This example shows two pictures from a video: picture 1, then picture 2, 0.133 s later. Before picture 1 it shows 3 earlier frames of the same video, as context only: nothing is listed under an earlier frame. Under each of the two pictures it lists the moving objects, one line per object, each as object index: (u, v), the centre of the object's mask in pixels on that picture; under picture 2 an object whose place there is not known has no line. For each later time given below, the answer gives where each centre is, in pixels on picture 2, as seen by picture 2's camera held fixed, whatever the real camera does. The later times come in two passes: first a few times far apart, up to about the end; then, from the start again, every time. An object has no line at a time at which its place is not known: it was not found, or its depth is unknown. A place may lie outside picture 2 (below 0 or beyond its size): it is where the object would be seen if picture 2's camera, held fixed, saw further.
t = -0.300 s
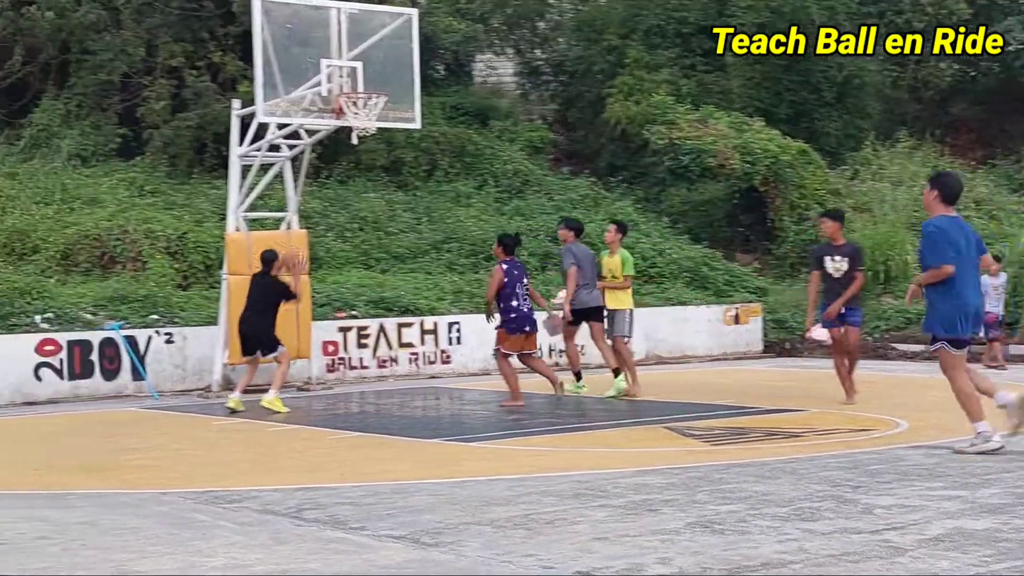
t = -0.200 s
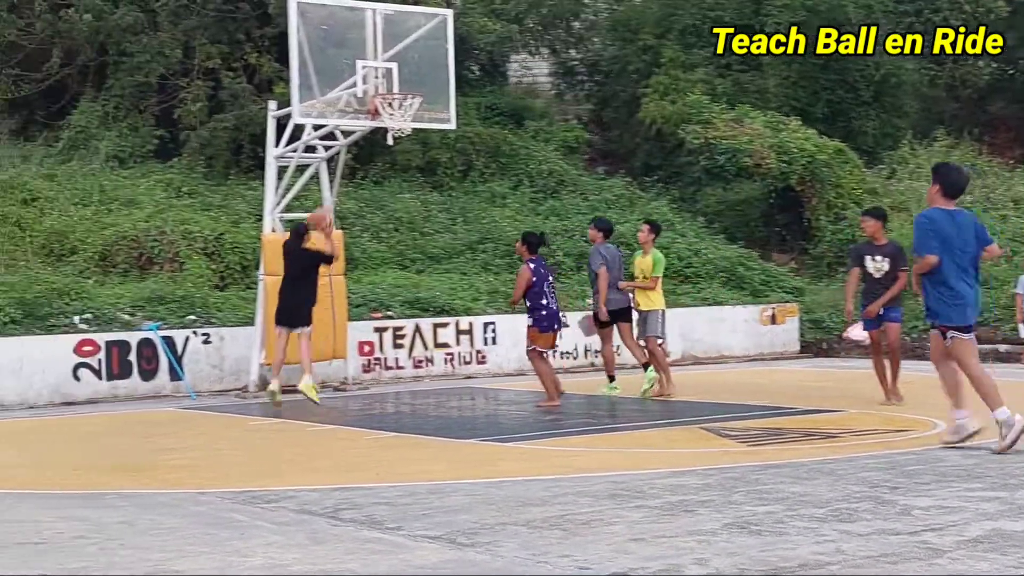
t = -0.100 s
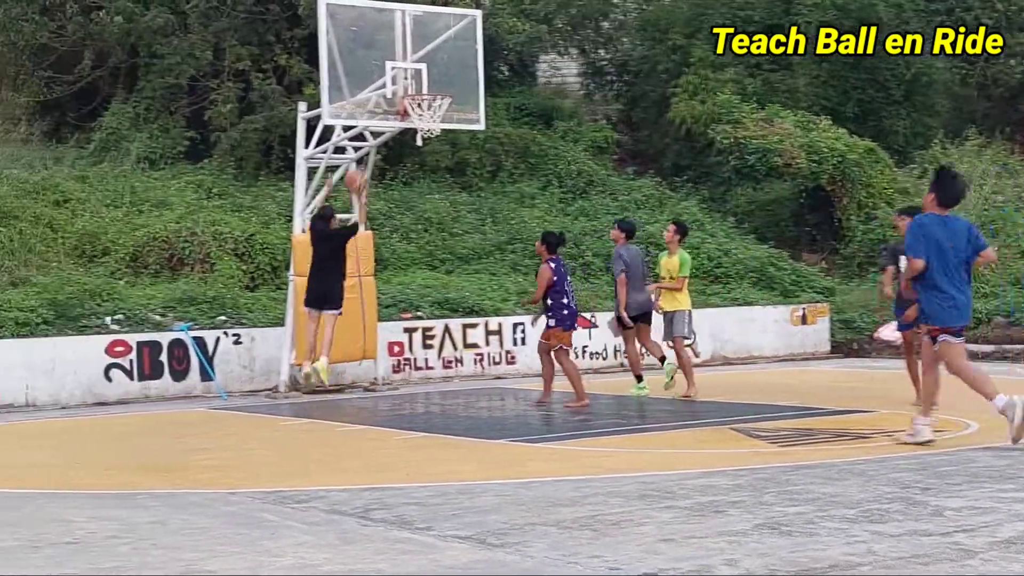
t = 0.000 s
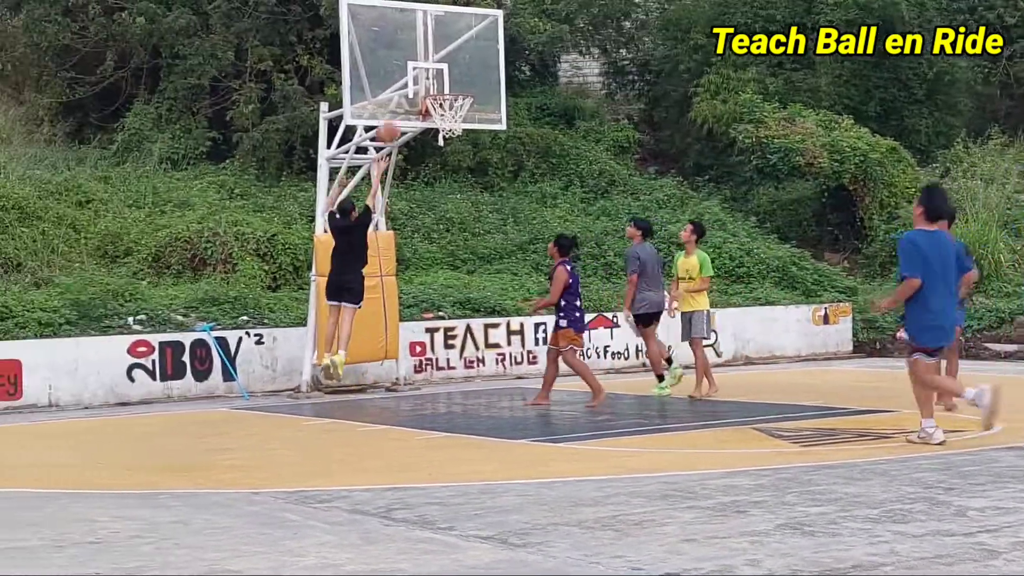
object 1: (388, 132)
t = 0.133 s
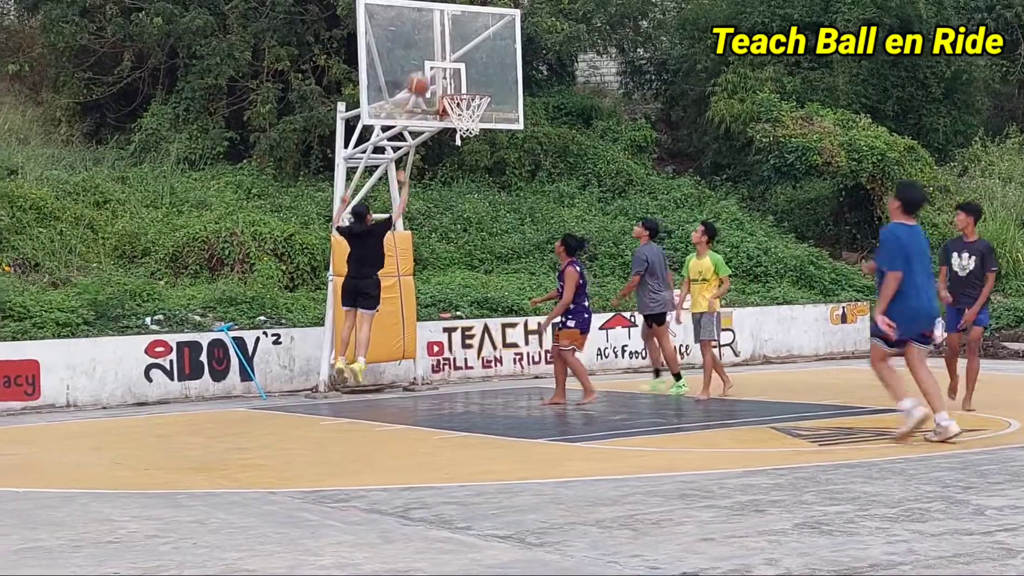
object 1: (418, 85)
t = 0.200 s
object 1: (423, 67)
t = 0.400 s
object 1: (449, 51)
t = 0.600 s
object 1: (479, 82)
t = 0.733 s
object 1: (468, 85)
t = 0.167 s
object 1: (420, 76)
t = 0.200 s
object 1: (423, 67)
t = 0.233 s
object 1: (428, 60)
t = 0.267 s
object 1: (430, 55)
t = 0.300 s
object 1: (436, 51)
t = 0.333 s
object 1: (440, 50)
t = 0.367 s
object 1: (444, 50)
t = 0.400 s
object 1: (449, 51)
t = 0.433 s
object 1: (454, 54)
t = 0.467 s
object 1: (459, 57)
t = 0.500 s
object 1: (465, 62)
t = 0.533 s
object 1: (470, 67)
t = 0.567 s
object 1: (475, 74)
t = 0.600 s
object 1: (479, 82)
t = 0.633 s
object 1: (482, 86)
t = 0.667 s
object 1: (477, 86)
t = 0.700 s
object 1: (473, 84)
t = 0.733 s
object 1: (468, 85)
